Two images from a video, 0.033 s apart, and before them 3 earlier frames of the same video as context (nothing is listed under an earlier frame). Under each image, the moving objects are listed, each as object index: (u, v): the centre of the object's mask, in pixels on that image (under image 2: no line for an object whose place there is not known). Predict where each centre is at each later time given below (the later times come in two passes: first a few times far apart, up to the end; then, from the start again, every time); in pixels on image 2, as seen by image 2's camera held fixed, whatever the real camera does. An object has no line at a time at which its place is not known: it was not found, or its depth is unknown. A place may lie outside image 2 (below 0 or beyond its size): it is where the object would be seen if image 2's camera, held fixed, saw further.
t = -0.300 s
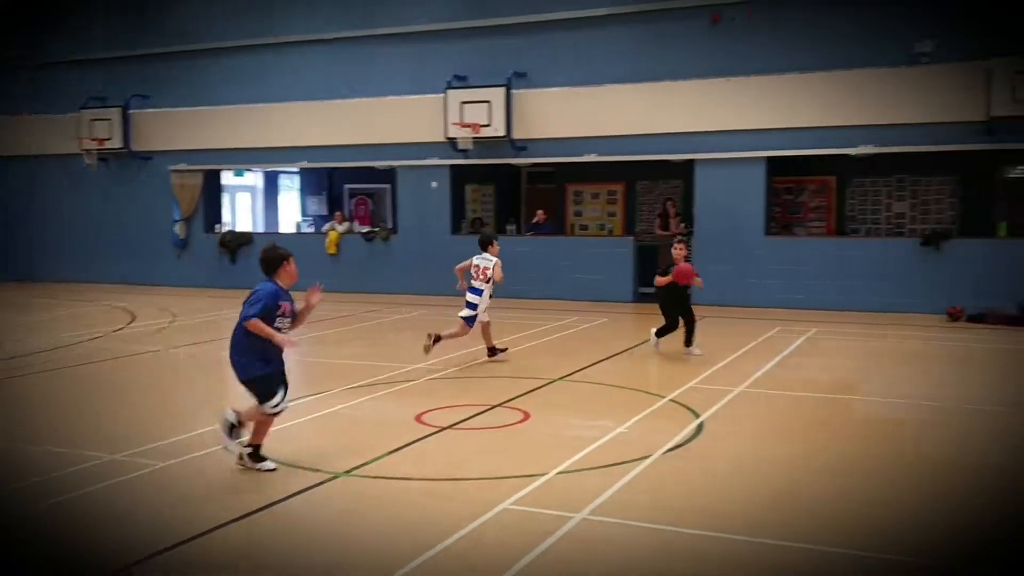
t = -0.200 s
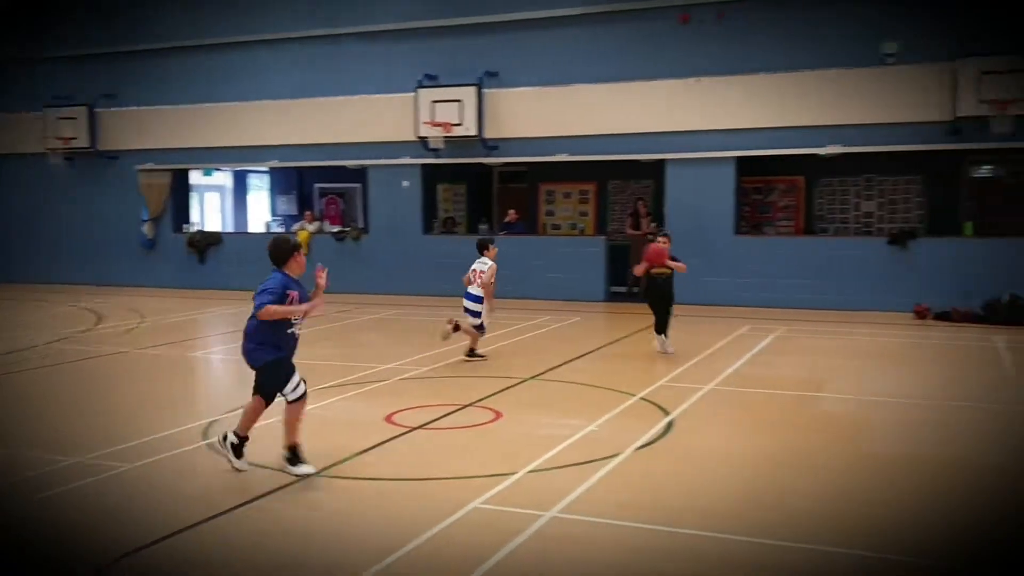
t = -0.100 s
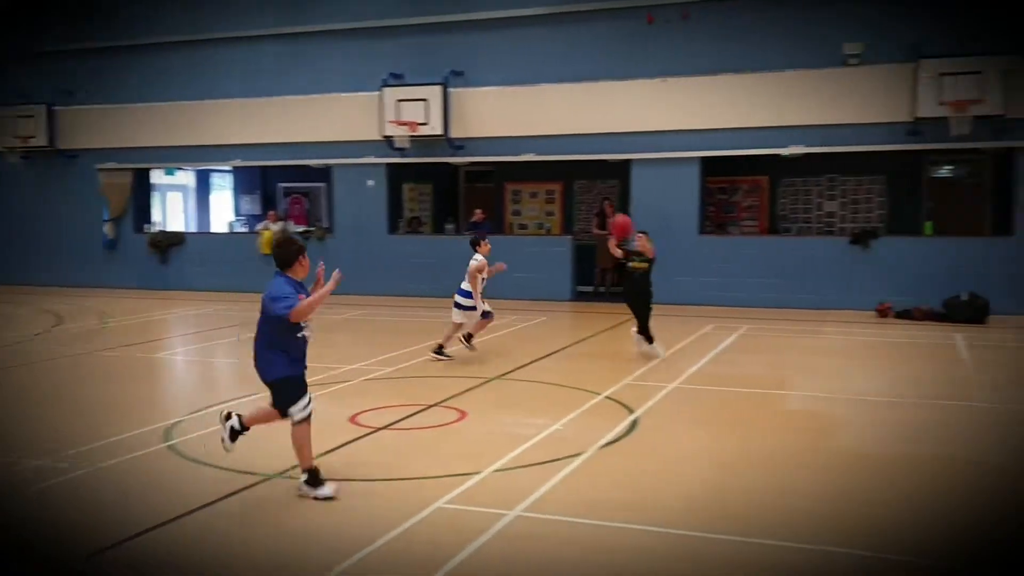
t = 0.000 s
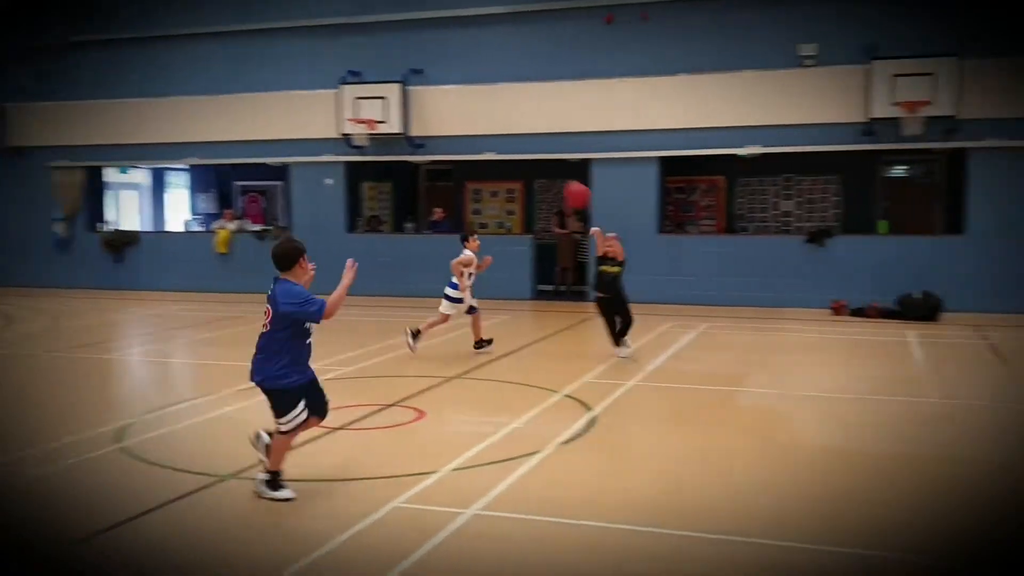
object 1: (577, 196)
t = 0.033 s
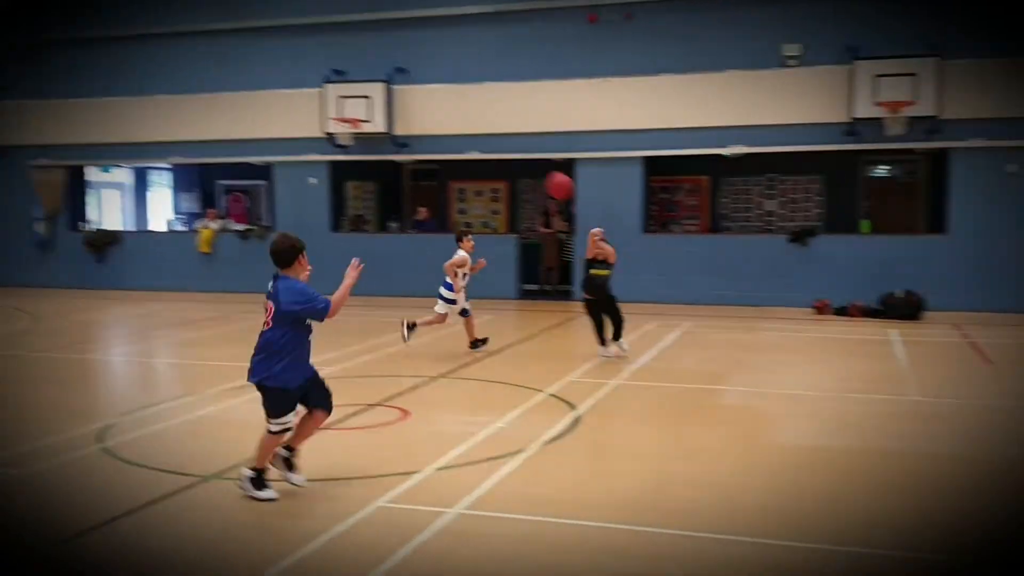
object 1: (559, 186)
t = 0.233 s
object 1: (549, 155)
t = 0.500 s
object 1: (526, 184)
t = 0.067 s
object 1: (559, 179)
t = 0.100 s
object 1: (557, 173)
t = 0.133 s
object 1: (556, 167)
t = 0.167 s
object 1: (554, 162)
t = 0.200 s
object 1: (551, 157)
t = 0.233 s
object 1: (549, 155)
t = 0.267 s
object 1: (547, 152)
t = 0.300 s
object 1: (544, 152)
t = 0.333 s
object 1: (542, 153)
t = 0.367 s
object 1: (538, 156)
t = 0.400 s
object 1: (535, 160)
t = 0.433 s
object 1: (532, 167)
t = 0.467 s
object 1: (528, 174)
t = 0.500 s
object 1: (526, 184)
